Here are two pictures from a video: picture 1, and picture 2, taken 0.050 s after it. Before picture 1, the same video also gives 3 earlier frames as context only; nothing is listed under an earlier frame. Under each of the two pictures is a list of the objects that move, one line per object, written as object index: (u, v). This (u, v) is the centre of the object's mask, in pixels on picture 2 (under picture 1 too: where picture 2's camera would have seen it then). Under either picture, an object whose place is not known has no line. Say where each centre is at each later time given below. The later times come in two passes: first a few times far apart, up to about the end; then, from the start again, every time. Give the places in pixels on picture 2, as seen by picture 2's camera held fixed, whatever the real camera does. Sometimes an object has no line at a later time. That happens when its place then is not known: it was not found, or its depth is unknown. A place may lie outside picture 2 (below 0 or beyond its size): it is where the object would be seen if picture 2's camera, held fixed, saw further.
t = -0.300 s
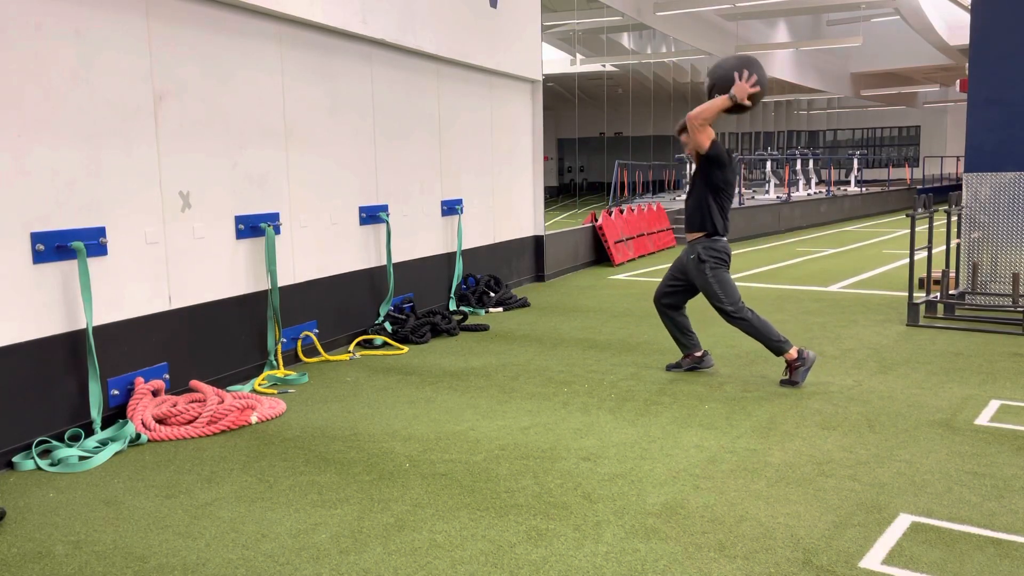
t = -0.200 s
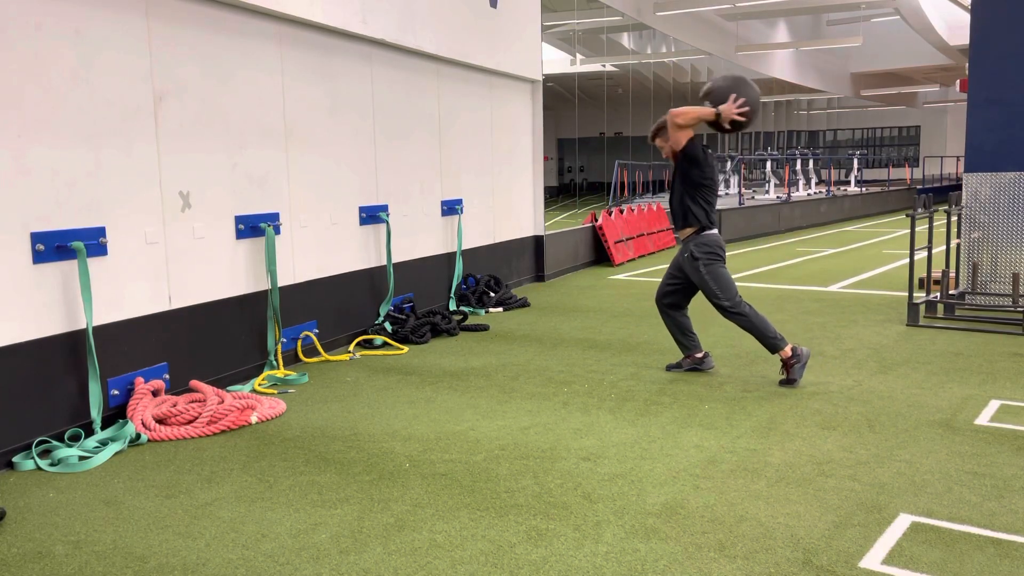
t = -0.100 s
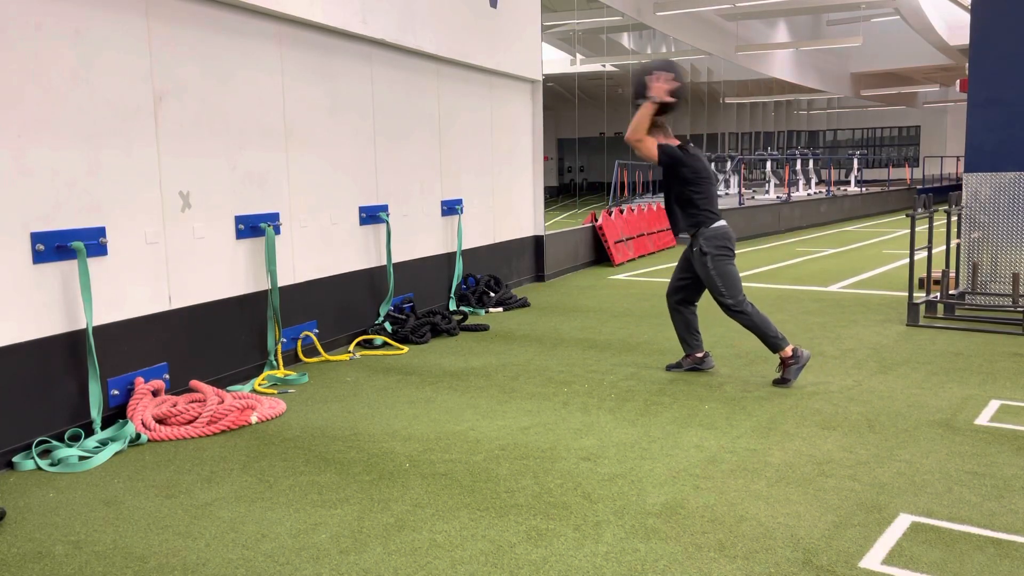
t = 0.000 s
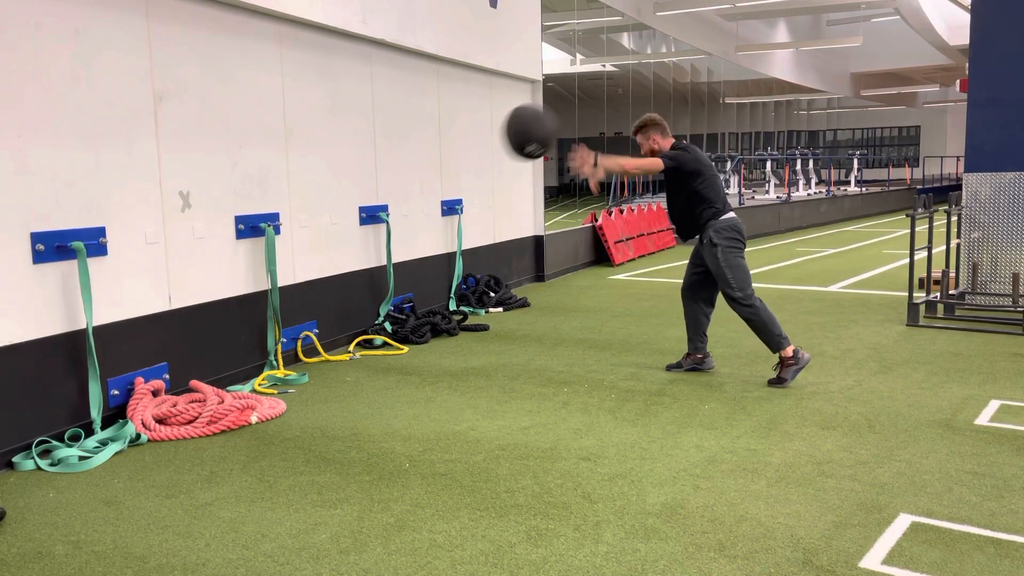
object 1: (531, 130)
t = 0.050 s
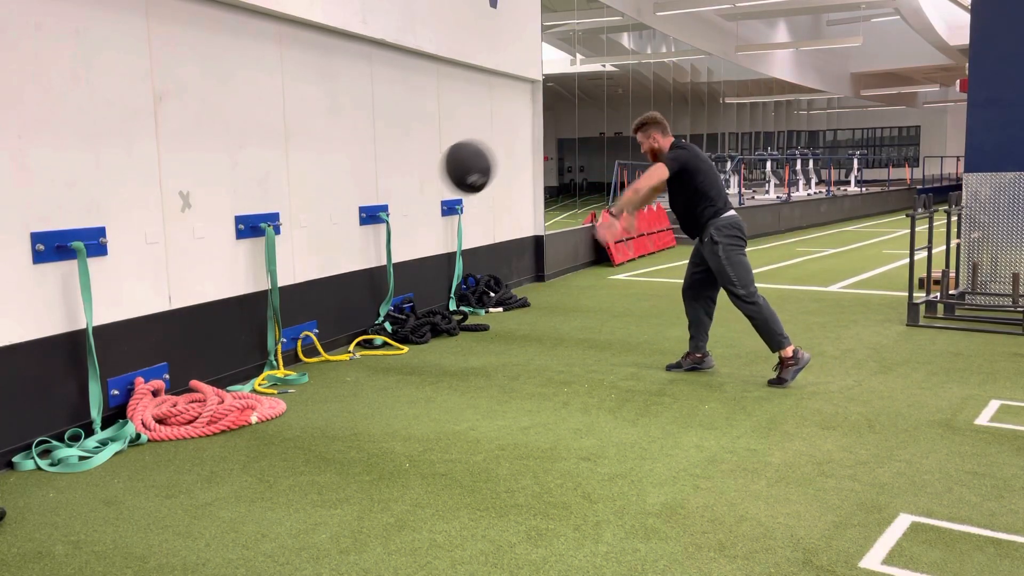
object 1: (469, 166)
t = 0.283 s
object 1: (389, 312)
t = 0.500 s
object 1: (490, 301)
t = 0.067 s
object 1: (449, 177)
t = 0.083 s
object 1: (429, 190)
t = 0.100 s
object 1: (411, 203)
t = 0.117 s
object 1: (392, 215)
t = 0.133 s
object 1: (374, 228)
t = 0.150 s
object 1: (355, 241)
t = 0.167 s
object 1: (336, 254)
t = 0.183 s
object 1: (332, 261)
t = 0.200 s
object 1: (343, 269)
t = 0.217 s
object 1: (353, 277)
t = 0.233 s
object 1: (362, 286)
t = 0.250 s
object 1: (370, 294)
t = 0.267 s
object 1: (380, 302)
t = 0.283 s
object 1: (389, 312)
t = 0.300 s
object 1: (400, 322)
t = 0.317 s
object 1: (408, 332)
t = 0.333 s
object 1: (417, 342)
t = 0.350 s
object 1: (425, 341)
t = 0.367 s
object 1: (432, 334)
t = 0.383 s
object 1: (438, 330)
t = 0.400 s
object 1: (446, 324)
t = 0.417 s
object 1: (453, 319)
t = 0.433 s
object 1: (459, 315)
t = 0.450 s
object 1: (467, 311)
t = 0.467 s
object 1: (475, 307)
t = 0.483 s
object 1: (482, 304)
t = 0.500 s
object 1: (490, 301)
